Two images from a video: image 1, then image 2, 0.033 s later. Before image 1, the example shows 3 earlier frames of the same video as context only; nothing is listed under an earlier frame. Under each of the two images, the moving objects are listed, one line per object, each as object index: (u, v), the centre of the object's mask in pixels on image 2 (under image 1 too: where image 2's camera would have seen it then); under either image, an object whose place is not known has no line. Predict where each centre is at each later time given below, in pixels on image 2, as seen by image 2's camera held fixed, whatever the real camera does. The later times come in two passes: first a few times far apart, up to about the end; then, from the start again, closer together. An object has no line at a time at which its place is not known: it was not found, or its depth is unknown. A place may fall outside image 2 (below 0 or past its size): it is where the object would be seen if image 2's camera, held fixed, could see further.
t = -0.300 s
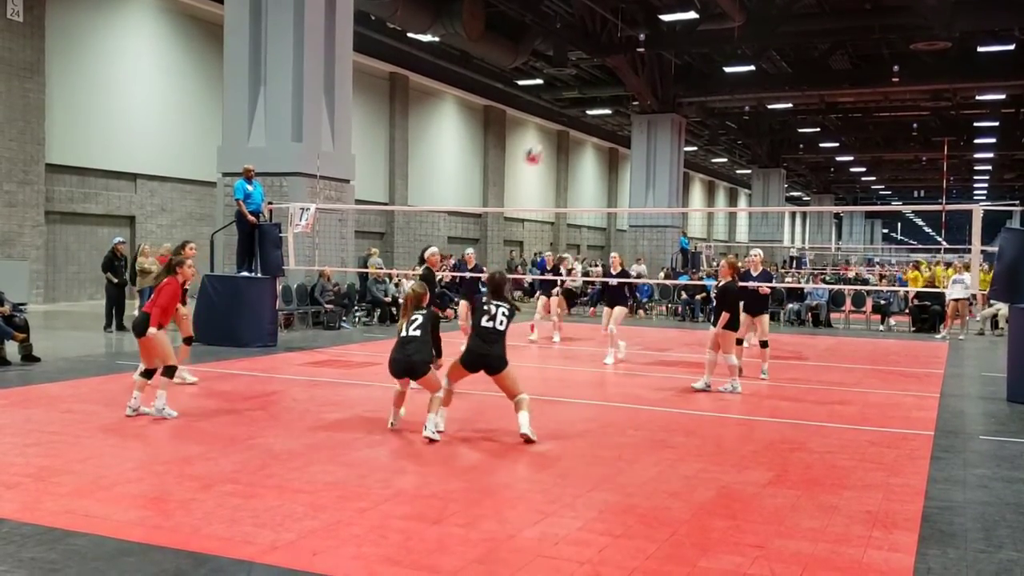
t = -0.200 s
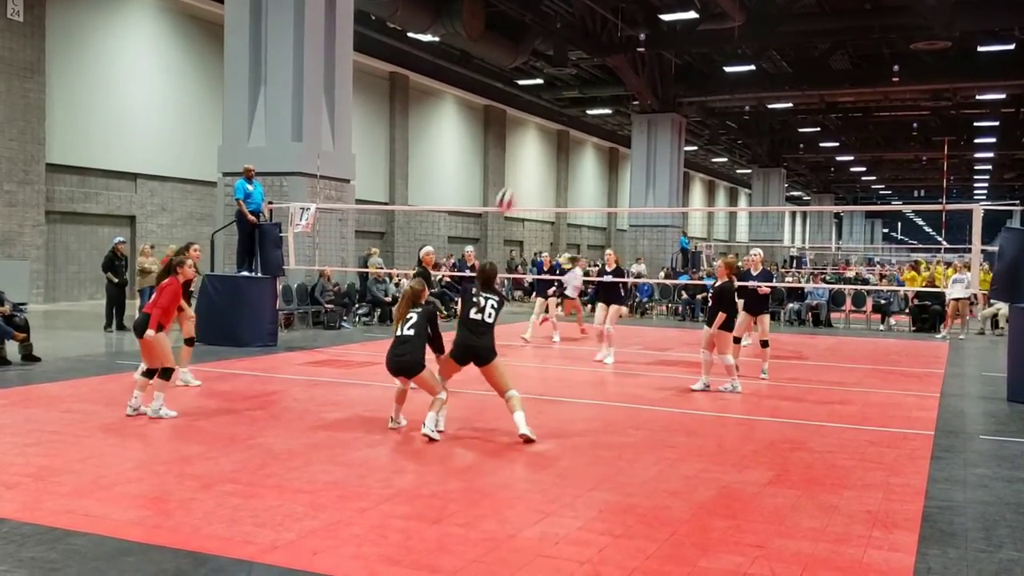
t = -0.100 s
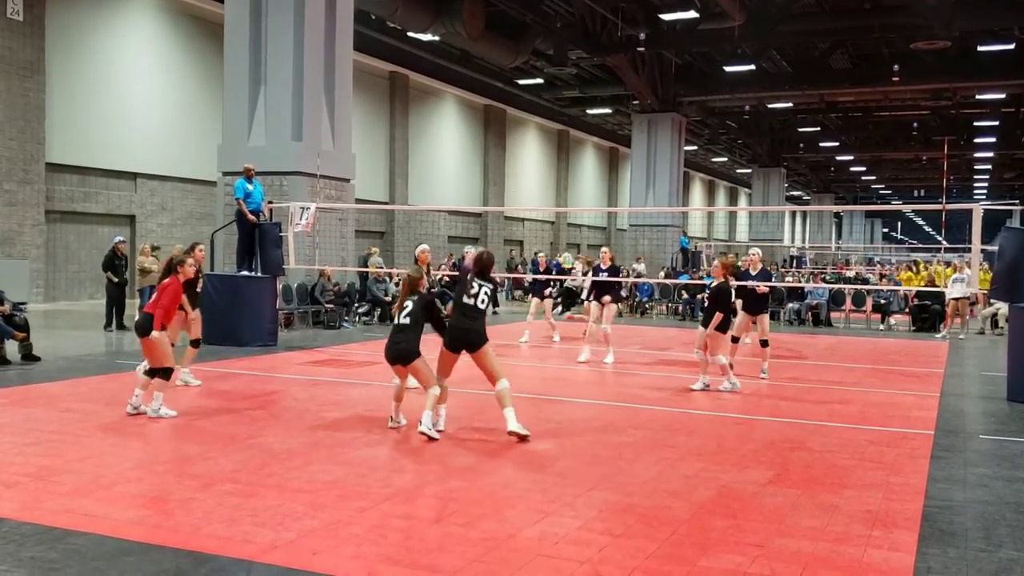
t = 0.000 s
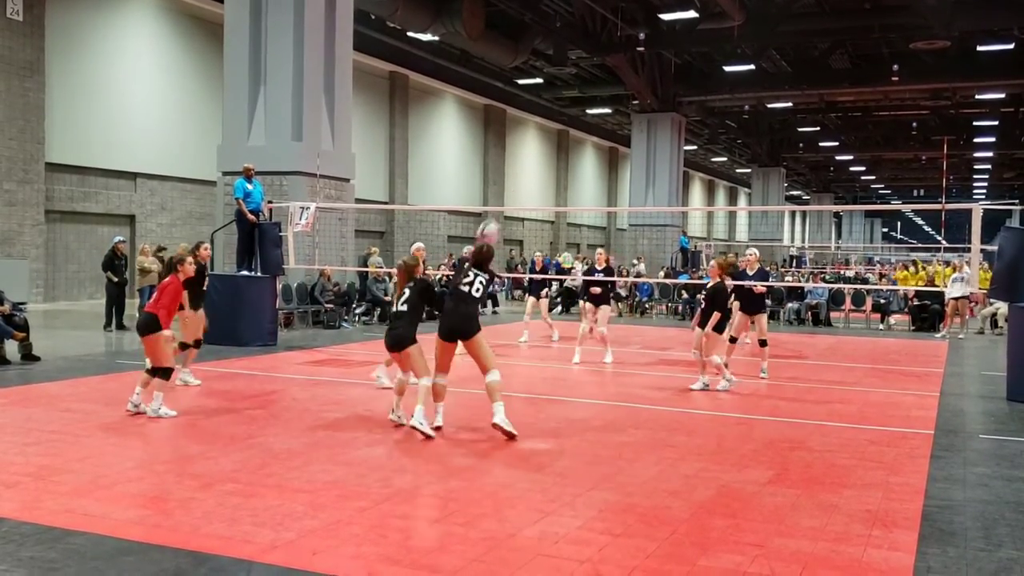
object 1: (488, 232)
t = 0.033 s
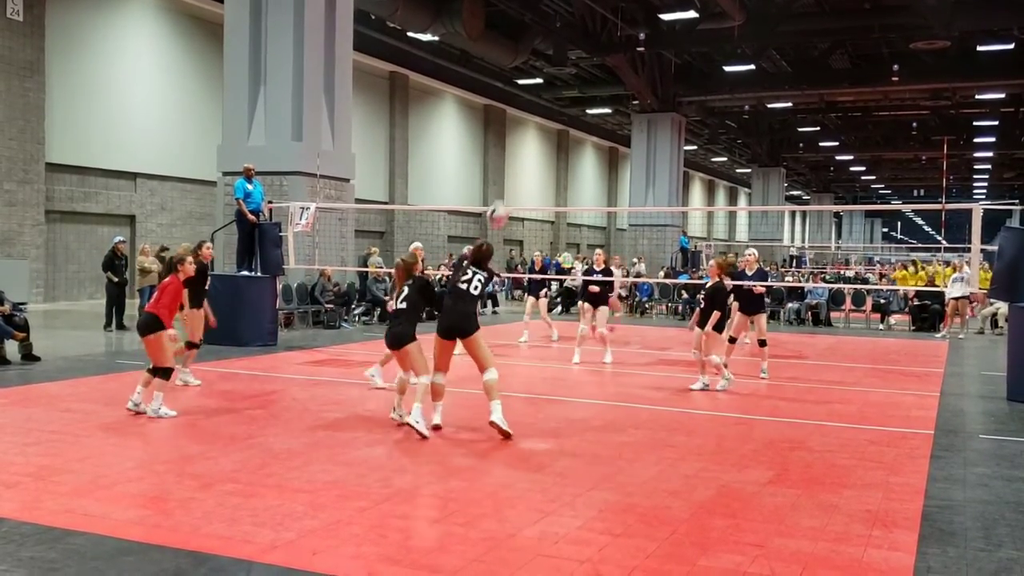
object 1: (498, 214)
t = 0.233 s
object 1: (551, 129)
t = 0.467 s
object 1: (601, 91)
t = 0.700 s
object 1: (645, 104)
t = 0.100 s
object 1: (515, 181)
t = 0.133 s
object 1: (525, 165)
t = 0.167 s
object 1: (534, 152)
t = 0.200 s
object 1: (543, 139)
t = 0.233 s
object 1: (551, 129)
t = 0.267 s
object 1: (558, 120)
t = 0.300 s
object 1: (566, 112)
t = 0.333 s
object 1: (573, 106)
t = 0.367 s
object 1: (581, 101)
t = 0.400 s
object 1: (588, 96)
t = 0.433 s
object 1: (595, 92)
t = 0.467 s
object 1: (601, 91)
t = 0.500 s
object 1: (608, 89)
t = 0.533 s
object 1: (614, 89)
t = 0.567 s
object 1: (621, 90)
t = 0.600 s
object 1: (628, 92)
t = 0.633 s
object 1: (633, 95)
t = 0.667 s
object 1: (639, 99)
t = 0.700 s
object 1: (645, 104)
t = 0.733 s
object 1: (651, 110)
